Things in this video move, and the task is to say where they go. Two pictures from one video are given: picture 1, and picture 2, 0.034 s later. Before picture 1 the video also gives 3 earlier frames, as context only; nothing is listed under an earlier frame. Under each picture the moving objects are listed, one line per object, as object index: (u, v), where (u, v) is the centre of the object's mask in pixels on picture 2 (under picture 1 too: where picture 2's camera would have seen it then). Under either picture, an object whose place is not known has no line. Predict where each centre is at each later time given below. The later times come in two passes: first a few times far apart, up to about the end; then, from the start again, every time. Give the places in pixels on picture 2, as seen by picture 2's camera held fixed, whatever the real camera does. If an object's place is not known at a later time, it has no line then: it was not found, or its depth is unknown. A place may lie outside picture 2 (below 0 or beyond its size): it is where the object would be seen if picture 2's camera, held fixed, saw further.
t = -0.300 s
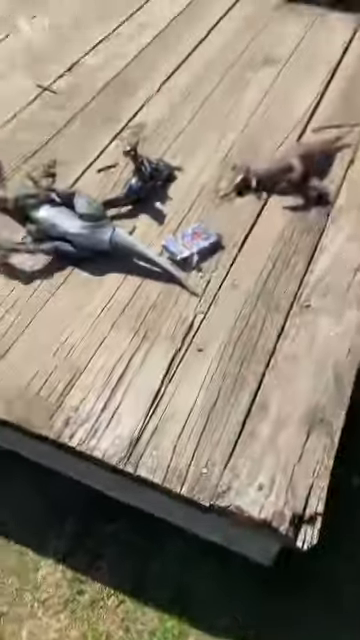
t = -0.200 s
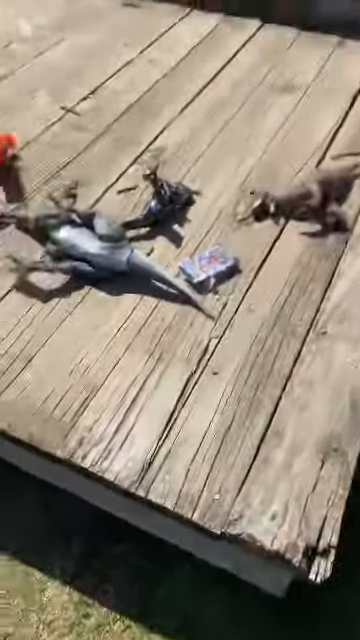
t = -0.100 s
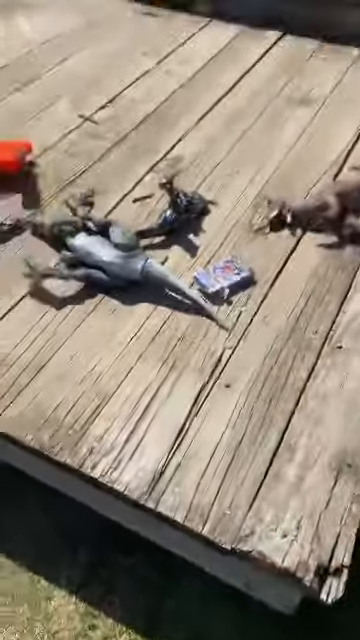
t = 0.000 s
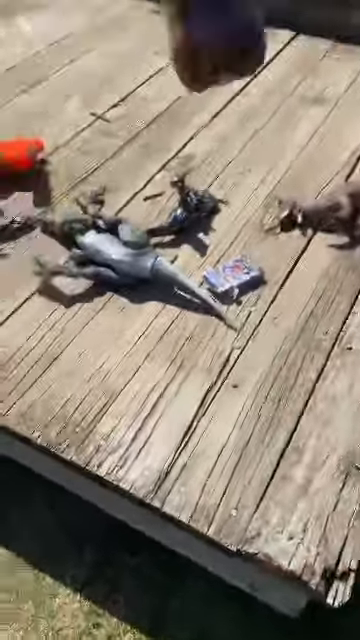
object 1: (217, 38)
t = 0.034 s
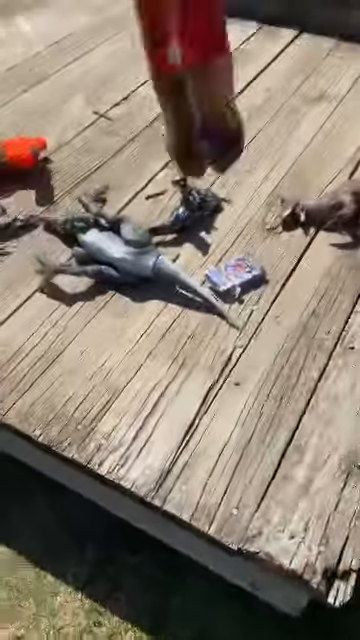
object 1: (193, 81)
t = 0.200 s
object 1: (174, 402)
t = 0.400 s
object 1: (150, 438)
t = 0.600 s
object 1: (123, 437)
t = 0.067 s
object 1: (176, 126)
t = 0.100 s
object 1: (173, 217)
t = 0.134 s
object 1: (173, 293)
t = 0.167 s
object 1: (171, 351)
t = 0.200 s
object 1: (174, 402)
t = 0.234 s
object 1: (169, 424)
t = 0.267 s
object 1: (164, 425)
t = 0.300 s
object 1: (161, 425)
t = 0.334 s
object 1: (158, 429)
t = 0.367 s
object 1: (155, 433)
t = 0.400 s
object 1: (150, 438)
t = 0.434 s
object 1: (145, 440)
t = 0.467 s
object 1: (140, 438)
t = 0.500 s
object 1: (135, 438)
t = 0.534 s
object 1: (132, 438)
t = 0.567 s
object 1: (127, 437)
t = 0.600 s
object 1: (123, 437)
